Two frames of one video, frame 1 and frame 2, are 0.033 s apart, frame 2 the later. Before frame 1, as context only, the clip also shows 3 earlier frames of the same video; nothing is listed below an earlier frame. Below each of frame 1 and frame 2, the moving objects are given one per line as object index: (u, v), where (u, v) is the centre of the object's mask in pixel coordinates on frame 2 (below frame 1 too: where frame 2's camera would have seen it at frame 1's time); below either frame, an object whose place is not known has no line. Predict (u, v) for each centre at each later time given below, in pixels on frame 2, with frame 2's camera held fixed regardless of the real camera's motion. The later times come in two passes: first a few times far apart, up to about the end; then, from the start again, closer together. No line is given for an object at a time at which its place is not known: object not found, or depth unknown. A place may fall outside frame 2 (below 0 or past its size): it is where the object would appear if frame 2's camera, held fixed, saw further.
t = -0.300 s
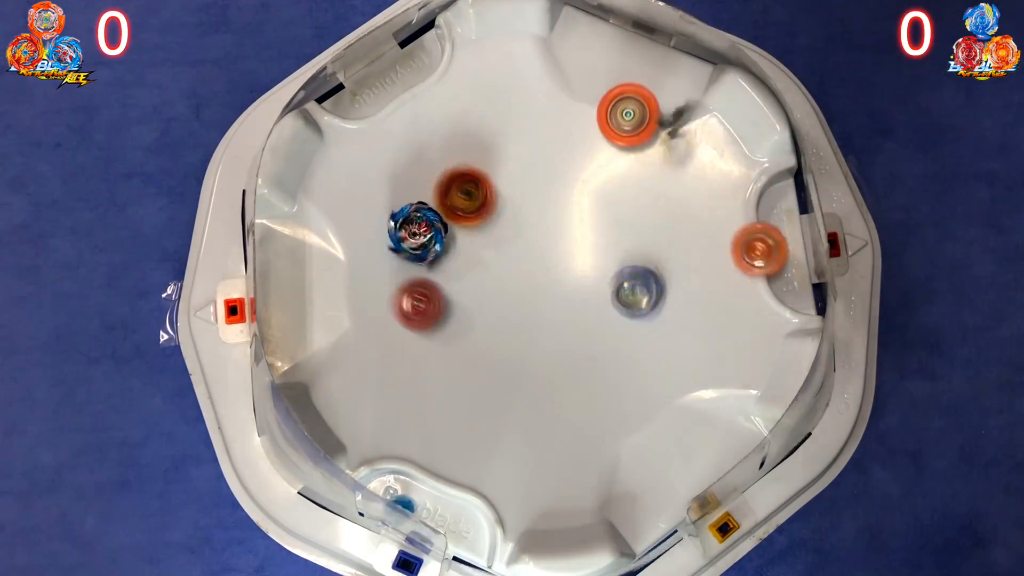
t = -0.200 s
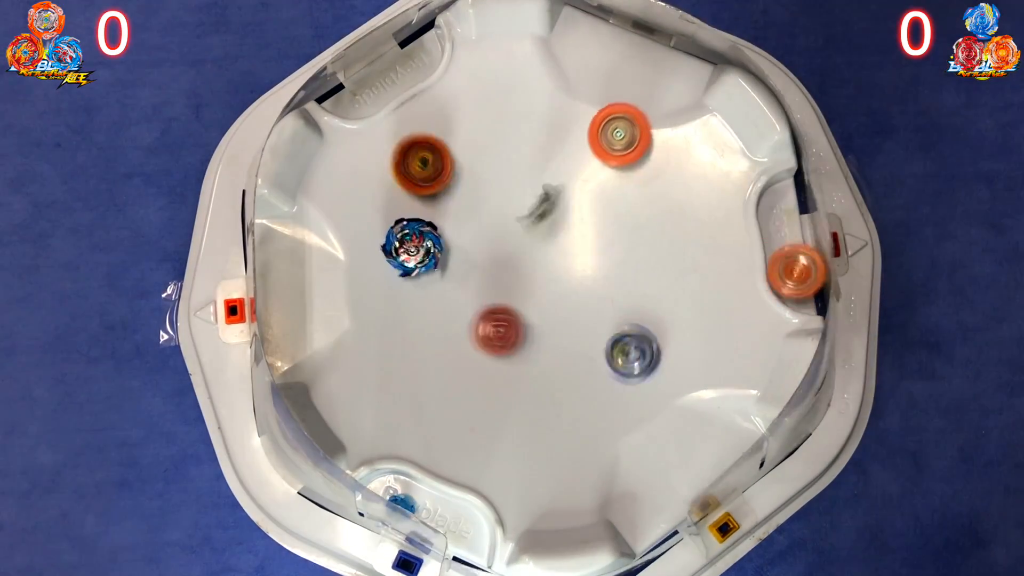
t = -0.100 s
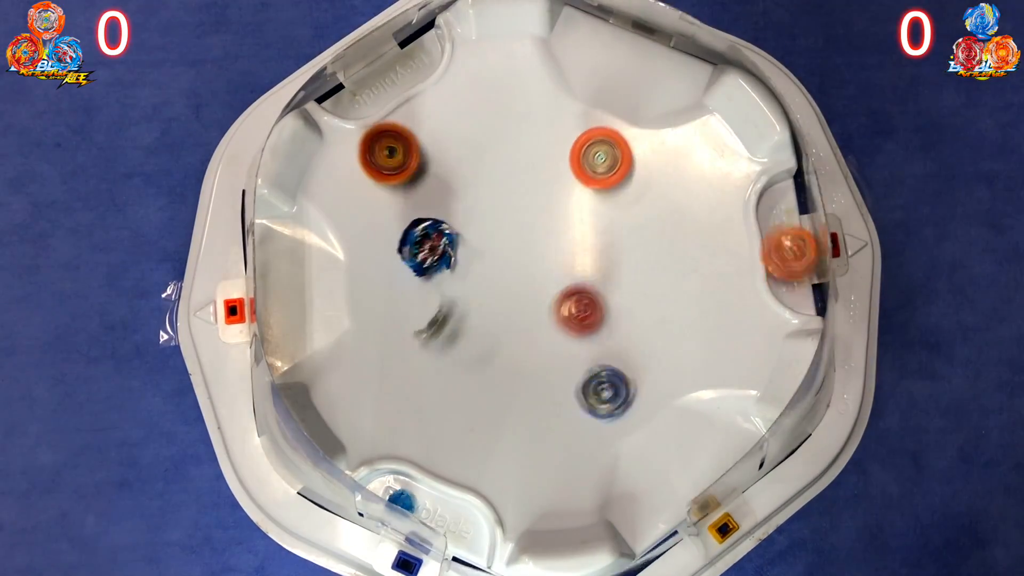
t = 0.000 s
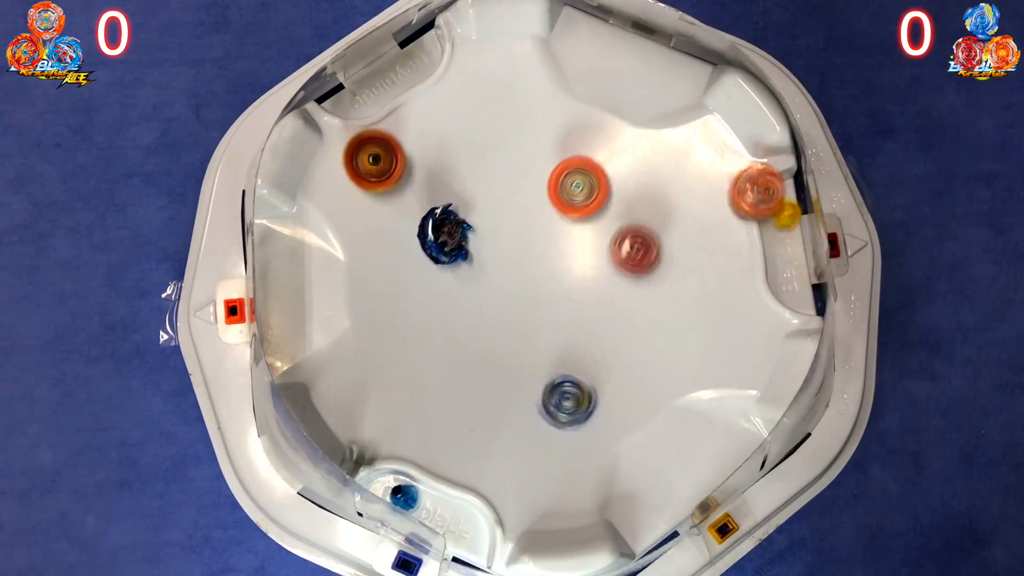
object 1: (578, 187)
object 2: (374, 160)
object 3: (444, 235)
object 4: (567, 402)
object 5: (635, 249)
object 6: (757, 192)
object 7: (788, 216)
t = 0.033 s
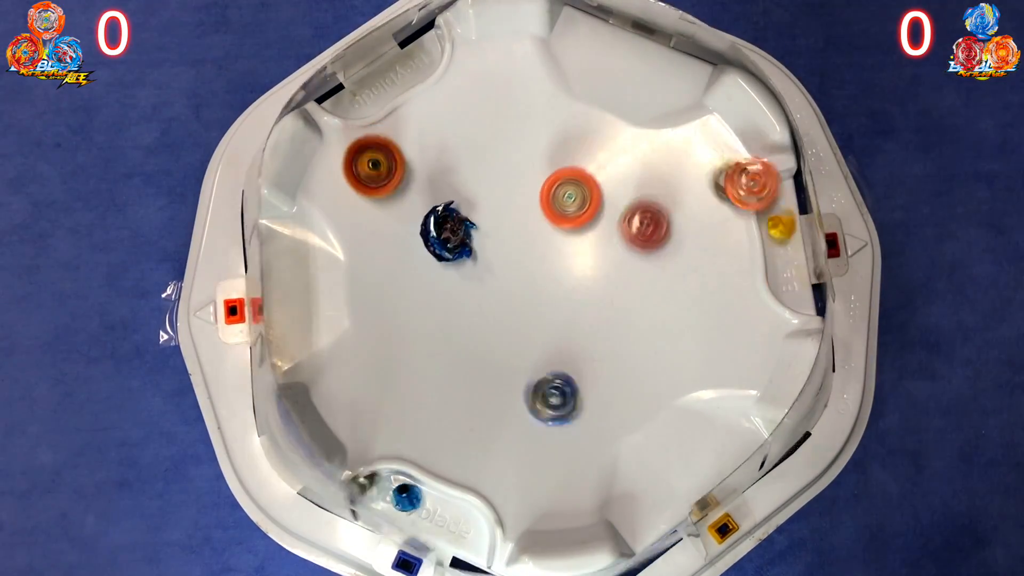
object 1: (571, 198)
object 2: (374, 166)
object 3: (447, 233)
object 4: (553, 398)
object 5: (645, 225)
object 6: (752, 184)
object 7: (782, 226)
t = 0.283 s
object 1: (543, 279)
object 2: (414, 224)
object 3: (480, 285)
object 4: (493, 335)
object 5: (505, 139)
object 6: (607, 239)
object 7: (792, 261)
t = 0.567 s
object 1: (589, 331)
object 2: (527, 234)
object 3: (517, 328)
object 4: (519, 381)
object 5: (367, 268)
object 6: (554, 294)
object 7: (788, 248)
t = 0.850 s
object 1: (629, 327)
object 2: (538, 172)
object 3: (521, 329)
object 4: (521, 378)
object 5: (384, 374)
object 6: (373, 150)
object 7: (785, 228)
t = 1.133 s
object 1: (586, 308)
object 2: (536, 270)
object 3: (516, 325)
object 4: (523, 374)
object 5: (486, 400)
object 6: (435, 53)
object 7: (773, 220)
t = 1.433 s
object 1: (742, 327)
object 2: (460, 189)
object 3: (512, 323)
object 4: (587, 311)
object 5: (283, 344)
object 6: (413, 60)
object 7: (773, 220)
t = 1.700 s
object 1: (701, 280)
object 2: (474, 270)
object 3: (514, 323)
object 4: (586, 308)
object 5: (394, 259)
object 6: (413, 60)
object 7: (773, 220)
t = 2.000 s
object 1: (646, 260)
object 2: (550, 288)
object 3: (549, 361)
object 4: (622, 345)
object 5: (428, 150)
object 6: (413, 60)
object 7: (772, 218)
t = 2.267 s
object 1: (610, 255)
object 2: (481, 319)
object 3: (547, 359)
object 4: (616, 340)
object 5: (526, 246)
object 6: (413, 60)
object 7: (772, 218)
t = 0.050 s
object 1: (567, 204)
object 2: (375, 170)
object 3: (448, 233)
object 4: (547, 395)
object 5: (649, 213)
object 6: (748, 186)
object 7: (779, 236)
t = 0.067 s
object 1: (563, 209)
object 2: (376, 173)
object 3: (449, 234)
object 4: (540, 391)
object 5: (652, 203)
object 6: (742, 187)
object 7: (786, 242)
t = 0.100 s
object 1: (557, 221)
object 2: (380, 182)
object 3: (451, 238)
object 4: (527, 381)
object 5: (655, 182)
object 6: (730, 193)
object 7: (801, 252)
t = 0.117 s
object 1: (554, 226)
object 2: (383, 188)
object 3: (451, 240)
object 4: (521, 375)
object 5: (650, 174)
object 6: (723, 196)
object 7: (800, 255)
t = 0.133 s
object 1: (551, 232)
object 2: (387, 192)
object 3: (451, 242)
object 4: (515, 369)
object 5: (634, 164)
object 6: (716, 197)
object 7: (799, 258)
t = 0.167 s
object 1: (545, 243)
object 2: (395, 204)
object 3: (450, 245)
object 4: (505, 353)
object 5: (601, 152)
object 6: (697, 202)
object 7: (797, 260)
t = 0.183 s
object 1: (543, 248)
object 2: (401, 210)
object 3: (450, 247)
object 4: (500, 345)
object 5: (584, 146)
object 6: (686, 205)
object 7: (796, 262)
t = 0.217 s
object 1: (539, 259)
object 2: (404, 215)
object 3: (461, 262)
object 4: (492, 326)
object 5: (548, 139)
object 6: (661, 213)
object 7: (794, 262)
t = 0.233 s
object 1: (538, 264)
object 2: (406, 217)
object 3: (468, 271)
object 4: (489, 317)
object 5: (532, 137)
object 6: (648, 220)
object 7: (793, 262)
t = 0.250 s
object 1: (537, 269)
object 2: (409, 219)
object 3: (475, 277)
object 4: (489, 320)
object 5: (522, 136)
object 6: (634, 225)
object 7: (793, 261)
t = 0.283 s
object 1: (543, 279)
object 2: (414, 224)
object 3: (480, 285)
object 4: (493, 335)
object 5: (505, 139)
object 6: (607, 239)
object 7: (792, 261)
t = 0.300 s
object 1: (547, 283)
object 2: (418, 226)
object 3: (481, 286)
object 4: (494, 340)
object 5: (497, 143)
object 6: (592, 247)
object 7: (792, 261)
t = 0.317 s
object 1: (550, 288)
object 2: (422, 229)
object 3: (482, 289)
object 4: (496, 345)
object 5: (488, 147)
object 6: (581, 252)
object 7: (791, 261)
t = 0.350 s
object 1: (555, 297)
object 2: (432, 236)
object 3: (482, 289)
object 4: (498, 350)
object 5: (469, 159)
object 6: (551, 256)
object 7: (790, 260)
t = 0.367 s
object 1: (557, 300)
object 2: (438, 240)
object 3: (483, 290)
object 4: (499, 350)
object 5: (459, 167)
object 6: (545, 257)
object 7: (789, 260)
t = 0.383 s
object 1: (557, 304)
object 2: (444, 244)
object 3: (484, 291)
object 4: (500, 351)
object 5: (449, 175)
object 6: (542, 258)
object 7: (789, 259)
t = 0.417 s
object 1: (559, 310)
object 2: (455, 246)
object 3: (494, 300)
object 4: (500, 350)
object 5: (432, 193)
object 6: (540, 258)
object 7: (788, 259)
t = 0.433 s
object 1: (561, 313)
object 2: (462, 249)
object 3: (498, 303)
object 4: (500, 350)
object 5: (423, 200)
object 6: (538, 257)
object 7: (787, 258)
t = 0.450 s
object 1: (565, 316)
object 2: (470, 252)
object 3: (499, 306)
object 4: (500, 350)
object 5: (412, 206)
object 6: (537, 256)
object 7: (787, 257)
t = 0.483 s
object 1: (575, 322)
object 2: (486, 249)
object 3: (505, 318)
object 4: (507, 366)
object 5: (395, 222)
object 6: (538, 255)
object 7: (787, 254)
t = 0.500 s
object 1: (578, 325)
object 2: (493, 248)
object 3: (507, 323)
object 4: (510, 371)
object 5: (389, 231)
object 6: (540, 255)
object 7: (787, 253)
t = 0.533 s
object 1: (584, 328)
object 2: (512, 242)
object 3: (513, 327)
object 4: (515, 378)
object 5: (376, 250)
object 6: (544, 271)
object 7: (787, 251)
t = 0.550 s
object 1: (586, 329)
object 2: (520, 239)
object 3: (515, 328)
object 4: (517, 380)
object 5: (371, 258)
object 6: (549, 285)
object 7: (787, 249)
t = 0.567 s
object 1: (589, 331)
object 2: (527, 234)
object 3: (517, 328)
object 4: (519, 381)
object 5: (367, 268)
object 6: (554, 294)
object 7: (788, 248)
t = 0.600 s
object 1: (594, 333)
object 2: (540, 226)
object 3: (519, 330)
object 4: (520, 381)
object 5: (361, 287)
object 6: (559, 309)
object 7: (788, 247)
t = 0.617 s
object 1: (597, 334)
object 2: (545, 221)
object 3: (521, 331)
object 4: (521, 381)
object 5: (359, 296)
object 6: (559, 313)
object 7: (787, 246)
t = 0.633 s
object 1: (601, 335)
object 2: (550, 216)
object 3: (519, 332)
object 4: (520, 381)
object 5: (358, 303)
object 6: (553, 315)
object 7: (787, 245)
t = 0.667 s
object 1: (606, 334)
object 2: (555, 207)
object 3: (517, 335)
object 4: (521, 381)
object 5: (358, 320)
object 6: (546, 319)
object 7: (787, 242)
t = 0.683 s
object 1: (609, 334)
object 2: (556, 202)
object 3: (519, 335)
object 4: (521, 381)
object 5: (358, 326)
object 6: (549, 319)
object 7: (788, 241)
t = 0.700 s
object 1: (611, 333)
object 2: (558, 197)
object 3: (521, 335)
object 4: (521, 381)
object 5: (359, 333)
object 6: (552, 319)
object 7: (787, 239)
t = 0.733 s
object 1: (615, 331)
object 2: (557, 187)
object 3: (521, 335)
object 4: (521, 381)
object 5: (364, 344)
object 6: (560, 318)
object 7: (788, 236)
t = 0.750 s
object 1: (618, 330)
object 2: (555, 183)
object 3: (523, 334)
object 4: (521, 381)
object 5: (366, 350)
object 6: (549, 305)
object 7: (789, 235)
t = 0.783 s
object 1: (626, 329)
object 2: (550, 176)
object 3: (523, 332)
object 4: (521, 380)
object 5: (370, 359)
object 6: (486, 249)
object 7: (789, 233)
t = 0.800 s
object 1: (628, 329)
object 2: (547, 174)
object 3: (522, 331)
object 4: (521, 379)
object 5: (374, 363)
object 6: (459, 223)
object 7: (787, 232)
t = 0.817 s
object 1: (630, 329)
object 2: (544, 172)
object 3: (522, 330)
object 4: (521, 379)
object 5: (377, 367)
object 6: (425, 190)
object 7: (787, 231)
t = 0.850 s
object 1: (629, 327)
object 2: (538, 172)
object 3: (521, 329)
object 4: (521, 378)
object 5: (384, 374)
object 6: (373, 150)
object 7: (785, 228)
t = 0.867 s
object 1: (629, 326)
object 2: (535, 173)
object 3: (520, 329)
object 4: (521, 378)
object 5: (388, 377)
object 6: (339, 121)
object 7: (785, 226)
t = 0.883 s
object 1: (628, 325)
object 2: (532, 175)
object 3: (519, 328)
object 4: (521, 378)
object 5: (391, 381)
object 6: (335, 106)
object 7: (784, 224)
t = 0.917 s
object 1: (625, 323)
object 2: (526, 181)
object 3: (517, 327)
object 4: (521, 377)
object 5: (400, 386)
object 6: (357, 85)
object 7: (782, 221)
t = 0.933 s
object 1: (623, 321)
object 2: (523, 185)
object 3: (516, 326)
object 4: (521, 376)
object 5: (404, 389)
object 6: (368, 74)
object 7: (781, 221)
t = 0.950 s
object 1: (621, 320)
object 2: (521, 190)
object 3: (514, 325)
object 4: (521, 376)
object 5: (409, 391)
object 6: (380, 65)
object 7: (778, 221)
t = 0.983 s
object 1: (615, 317)
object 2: (518, 201)
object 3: (511, 323)
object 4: (520, 376)
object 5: (419, 395)
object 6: (405, 50)
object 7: (775, 220)
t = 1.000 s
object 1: (612, 316)
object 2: (516, 207)
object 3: (510, 323)
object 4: (520, 376)
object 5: (425, 396)
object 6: (416, 48)
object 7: (773, 219)
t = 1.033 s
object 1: (606, 313)
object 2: (516, 224)
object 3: (509, 323)
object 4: (520, 375)
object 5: (437, 399)
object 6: (436, 40)
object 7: (773, 219)
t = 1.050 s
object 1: (603, 312)
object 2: (517, 232)
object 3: (510, 324)
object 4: (520, 375)
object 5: (444, 400)
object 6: (436, 41)
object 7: (773, 219)
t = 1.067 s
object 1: (599, 310)
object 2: (520, 240)
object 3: (511, 323)
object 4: (520, 375)
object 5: (452, 401)
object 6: (436, 41)
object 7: (773, 219)
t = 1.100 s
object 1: (592, 308)
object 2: (527, 257)
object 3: (513, 324)
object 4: (520, 375)
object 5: (468, 401)
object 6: (437, 48)
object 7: (773, 220)
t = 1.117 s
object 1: (589, 307)
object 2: (531, 265)
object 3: (515, 324)
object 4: (521, 375)
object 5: (477, 401)
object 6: (436, 51)
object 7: (773, 219)
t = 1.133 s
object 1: (586, 308)
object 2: (536, 270)
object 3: (516, 325)
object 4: (523, 374)
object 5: (486, 400)
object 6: (435, 53)
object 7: (773, 220)
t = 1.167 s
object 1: (592, 327)
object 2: (532, 257)
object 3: (518, 326)
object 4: (531, 369)
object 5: (505, 398)
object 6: (432, 58)
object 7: (773, 220)
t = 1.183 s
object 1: (595, 337)
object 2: (530, 252)
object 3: (519, 326)
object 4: (539, 367)
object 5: (515, 395)
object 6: (430, 58)
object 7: (773, 219)
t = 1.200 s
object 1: (597, 347)
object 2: (525, 243)
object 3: (519, 326)
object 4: (546, 363)
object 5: (525, 393)
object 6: (429, 58)
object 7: (773, 220)
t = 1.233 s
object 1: (599, 359)
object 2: (516, 227)
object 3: (520, 326)
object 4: (554, 352)
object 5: (543, 386)
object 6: (427, 59)
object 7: (773, 220)
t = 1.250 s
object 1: (616, 360)
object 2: (513, 221)
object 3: (519, 326)
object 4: (564, 354)
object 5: (523, 386)
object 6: (426, 59)
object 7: (772, 219)
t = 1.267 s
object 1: (634, 358)
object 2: (510, 216)
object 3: (518, 325)
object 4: (568, 349)
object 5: (501, 380)
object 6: (425, 59)
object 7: (772, 219)
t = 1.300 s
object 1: (668, 354)
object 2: (502, 207)
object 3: (515, 324)
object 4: (575, 338)
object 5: (453, 370)
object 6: (422, 58)
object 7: (773, 220)
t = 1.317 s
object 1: (683, 351)
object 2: (497, 203)
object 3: (514, 323)
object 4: (579, 333)
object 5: (433, 365)
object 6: (421, 58)
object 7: (773, 220)
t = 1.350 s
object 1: (709, 345)
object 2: (488, 198)
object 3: (512, 323)
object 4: (584, 324)
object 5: (382, 357)
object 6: (416, 57)
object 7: (773, 220)
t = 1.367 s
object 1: (719, 342)
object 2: (483, 195)
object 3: (511, 323)
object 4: (585, 321)
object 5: (362, 354)
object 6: (414, 58)
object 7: (773, 220)
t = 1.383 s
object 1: (727, 338)
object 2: (477, 192)
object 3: (511, 323)
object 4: (586, 317)
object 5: (340, 351)
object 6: (414, 59)
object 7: (773, 220)
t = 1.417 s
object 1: (738, 331)
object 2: (465, 189)
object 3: (511, 323)
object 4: (587, 313)
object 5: (298, 347)
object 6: (413, 60)
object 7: (773, 220)
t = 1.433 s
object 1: (742, 327)
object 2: (460, 189)
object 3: (512, 323)
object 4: (587, 311)
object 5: (283, 344)
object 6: (413, 60)
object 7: (773, 220)
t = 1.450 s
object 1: (744, 324)
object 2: (455, 191)
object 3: (513, 323)
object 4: (587, 310)
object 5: (282, 340)
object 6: (413, 60)
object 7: (773, 220)
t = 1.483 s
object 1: (744, 318)
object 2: (447, 194)
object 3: (515, 323)
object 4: (586, 309)
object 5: (294, 331)
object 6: (413, 60)
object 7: (773, 220)
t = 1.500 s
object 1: (743, 315)
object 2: (444, 197)
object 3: (515, 324)
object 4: (586, 309)
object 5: (303, 328)
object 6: (413, 60)
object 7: (773, 220)
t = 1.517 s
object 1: (741, 312)
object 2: (441, 199)
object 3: (516, 324)
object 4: (586, 309)
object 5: (311, 322)
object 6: (413, 60)
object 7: (773, 220)
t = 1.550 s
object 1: (736, 306)
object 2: (438, 207)
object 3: (518, 325)
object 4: (586, 309)
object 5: (328, 313)
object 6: (413, 60)
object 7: (773, 220)
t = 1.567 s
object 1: (733, 303)
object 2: (437, 212)
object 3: (518, 325)
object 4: (586, 309)
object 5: (336, 310)
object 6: (413, 60)
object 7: (773, 220)
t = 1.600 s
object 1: (726, 297)
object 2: (438, 223)
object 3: (518, 325)
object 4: (586, 309)
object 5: (354, 302)
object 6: (413, 60)
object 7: (773, 220)
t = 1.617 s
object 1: (721, 294)
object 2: (439, 229)
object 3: (518, 325)
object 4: (586, 308)
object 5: (364, 296)
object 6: (413, 60)
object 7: (773, 220)
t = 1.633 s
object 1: (717, 292)
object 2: (442, 236)
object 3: (517, 324)
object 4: (586, 309)
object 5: (373, 294)
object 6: (413, 60)
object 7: (773, 220)
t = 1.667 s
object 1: (710, 286)
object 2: (449, 250)
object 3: (516, 324)
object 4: (586, 308)
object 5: (395, 287)
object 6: (413, 60)
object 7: (773, 220)
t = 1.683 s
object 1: (706, 283)
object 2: (457, 258)
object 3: (515, 323)
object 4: (586, 308)
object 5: (405, 279)
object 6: (413, 60)
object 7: (773, 220)
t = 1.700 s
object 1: (701, 280)
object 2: (474, 270)
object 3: (514, 323)
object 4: (586, 308)
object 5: (394, 259)
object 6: (413, 60)
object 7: (773, 220)
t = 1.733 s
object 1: (692, 274)
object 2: (502, 281)
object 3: (521, 336)
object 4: (585, 308)
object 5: (359, 191)
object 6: (413, 60)
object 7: (773, 220)
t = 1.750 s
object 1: (688, 271)
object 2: (513, 279)
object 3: (526, 344)
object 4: (585, 308)
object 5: (346, 165)
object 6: (413, 60)
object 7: (773, 220)
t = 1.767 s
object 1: (683, 269)
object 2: (526, 278)
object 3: (530, 351)
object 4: (585, 308)
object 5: (331, 137)
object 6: (413, 60)
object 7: (773, 220)
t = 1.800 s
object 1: (672, 264)
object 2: (545, 277)
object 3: (536, 361)
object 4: (593, 314)
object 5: (310, 86)
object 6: (413, 60)
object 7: (773, 220)
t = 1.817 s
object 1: (667, 262)
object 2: (554, 275)
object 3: (539, 364)
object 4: (600, 320)
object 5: (315, 86)
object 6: (413, 60)
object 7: (773, 220)
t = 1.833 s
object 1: (662, 259)
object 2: (561, 274)
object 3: (540, 365)
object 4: (606, 325)
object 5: (328, 87)
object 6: (413, 60)
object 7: (773, 219)
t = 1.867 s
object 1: (651, 255)
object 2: (573, 273)
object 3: (542, 365)
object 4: (617, 337)
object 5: (349, 95)
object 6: (412, 60)
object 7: (773, 219)
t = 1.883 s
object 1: (645, 252)
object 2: (578, 274)
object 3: (543, 364)
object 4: (621, 340)
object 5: (359, 99)
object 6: (413, 60)
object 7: (773, 219)
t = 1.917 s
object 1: (637, 252)
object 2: (581, 277)
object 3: (545, 364)
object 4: (624, 345)
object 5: (381, 117)
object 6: (413, 60)
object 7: (773, 219)
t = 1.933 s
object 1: (635, 253)
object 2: (579, 278)
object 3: (545, 363)
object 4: (624, 345)
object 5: (393, 123)
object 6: (413, 60)
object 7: (772, 219)
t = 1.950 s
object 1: (633, 255)
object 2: (577, 279)
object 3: (546, 363)
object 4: (624, 345)
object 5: (402, 129)
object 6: (413, 60)
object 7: (772, 219)
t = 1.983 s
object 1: (642, 258)
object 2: (560, 286)
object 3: (548, 362)
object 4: (623, 345)
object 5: (419, 142)
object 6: (413, 60)
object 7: (772, 219)
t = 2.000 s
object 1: (646, 260)
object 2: (550, 288)
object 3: (549, 361)
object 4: (622, 345)
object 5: (428, 150)
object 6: (413, 60)
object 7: (772, 218)
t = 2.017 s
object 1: (648, 261)
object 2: (540, 291)
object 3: (550, 361)
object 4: (622, 344)
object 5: (437, 158)
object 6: (413, 60)
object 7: (772, 218)
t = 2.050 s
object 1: (647, 264)
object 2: (522, 299)
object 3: (553, 360)
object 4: (621, 344)
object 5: (454, 172)
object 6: (413, 60)
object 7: (772, 218)
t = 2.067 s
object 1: (646, 264)
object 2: (513, 301)
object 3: (554, 360)
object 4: (620, 343)
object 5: (462, 179)
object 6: (413, 60)
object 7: (772, 218)
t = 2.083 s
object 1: (643, 264)
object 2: (506, 305)
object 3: (555, 360)
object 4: (619, 342)
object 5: (470, 186)
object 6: (413, 60)
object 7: (772, 218)
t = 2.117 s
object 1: (639, 264)
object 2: (494, 311)
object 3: (555, 361)
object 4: (618, 341)
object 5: (484, 200)
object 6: (413, 60)
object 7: (772, 218)
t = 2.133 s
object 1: (636, 263)
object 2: (489, 313)
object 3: (555, 360)
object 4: (618, 341)
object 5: (491, 206)
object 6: (413, 60)
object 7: (772, 218)
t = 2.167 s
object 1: (630, 261)
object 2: (483, 316)
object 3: (554, 360)
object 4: (617, 341)
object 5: (502, 218)
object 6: (413, 60)
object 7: (772, 218)
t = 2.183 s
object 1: (627, 259)
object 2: (482, 318)
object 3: (552, 359)
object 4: (617, 341)
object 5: (507, 224)
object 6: (413, 60)
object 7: (772, 218)
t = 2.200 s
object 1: (623, 258)
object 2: (481, 319)
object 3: (551, 359)
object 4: (617, 341)
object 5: (512, 229)
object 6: (413, 60)
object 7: (772, 218)
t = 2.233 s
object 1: (617, 256)
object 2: (480, 320)
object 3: (548, 359)
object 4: (617, 340)
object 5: (520, 239)
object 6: (413, 60)
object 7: (772, 218)
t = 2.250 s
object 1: (613, 255)
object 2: (480, 320)
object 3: (548, 359)
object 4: (616, 340)
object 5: (523, 243)
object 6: (413, 60)
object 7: (772, 218)
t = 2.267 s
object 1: (610, 255)
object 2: (481, 319)
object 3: (547, 359)
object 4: (616, 340)
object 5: (526, 246)
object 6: (413, 60)
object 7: (772, 218)
